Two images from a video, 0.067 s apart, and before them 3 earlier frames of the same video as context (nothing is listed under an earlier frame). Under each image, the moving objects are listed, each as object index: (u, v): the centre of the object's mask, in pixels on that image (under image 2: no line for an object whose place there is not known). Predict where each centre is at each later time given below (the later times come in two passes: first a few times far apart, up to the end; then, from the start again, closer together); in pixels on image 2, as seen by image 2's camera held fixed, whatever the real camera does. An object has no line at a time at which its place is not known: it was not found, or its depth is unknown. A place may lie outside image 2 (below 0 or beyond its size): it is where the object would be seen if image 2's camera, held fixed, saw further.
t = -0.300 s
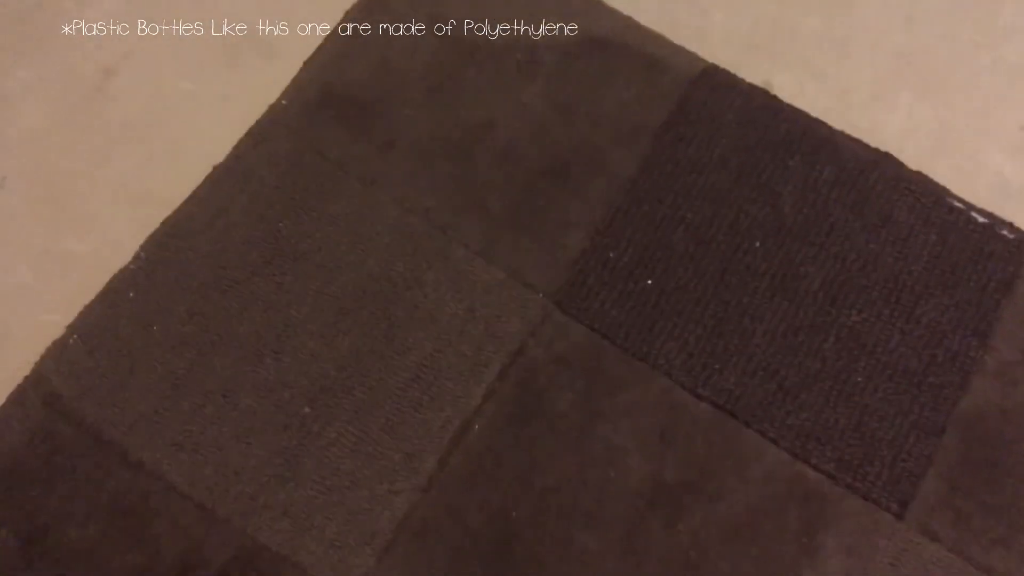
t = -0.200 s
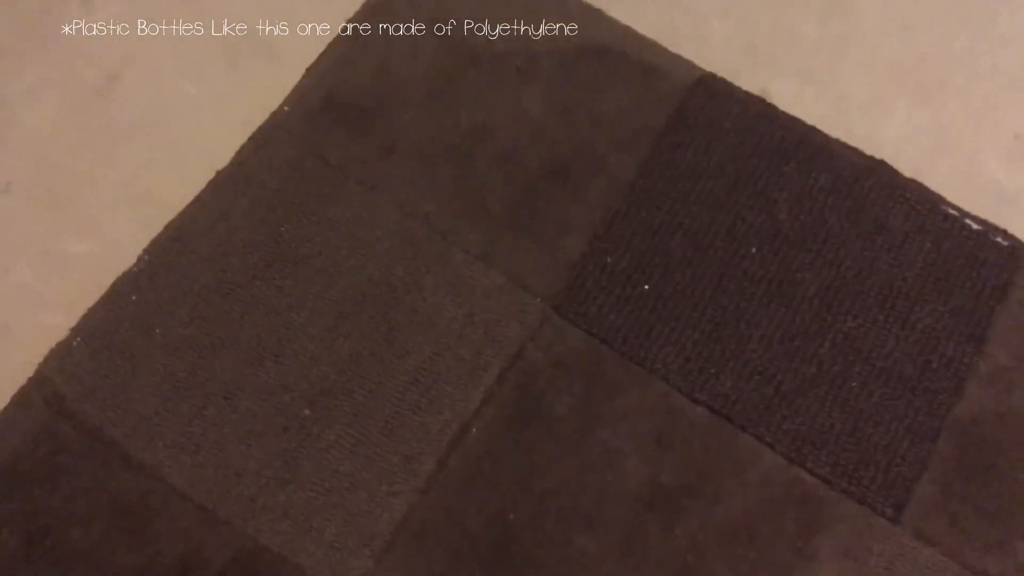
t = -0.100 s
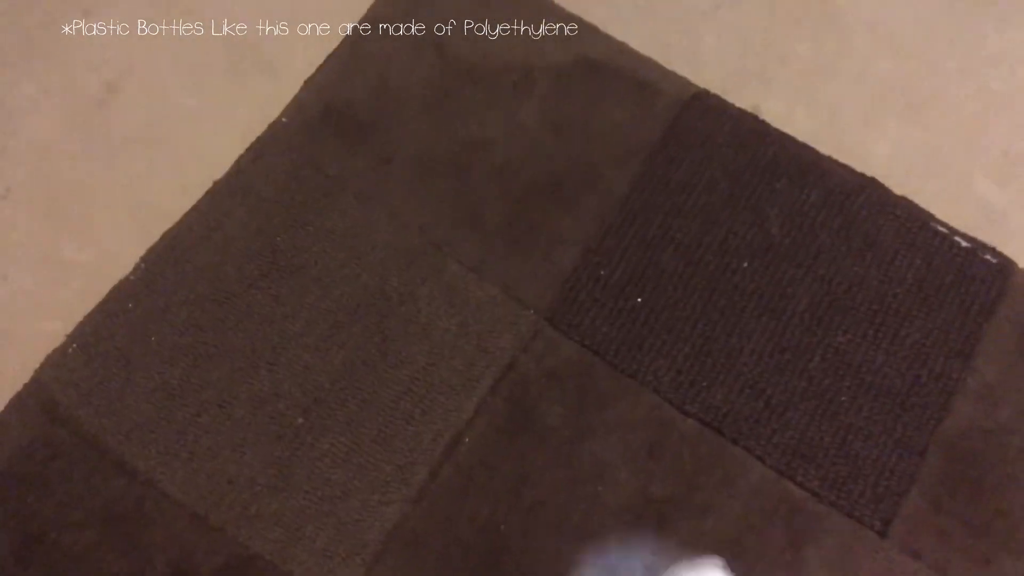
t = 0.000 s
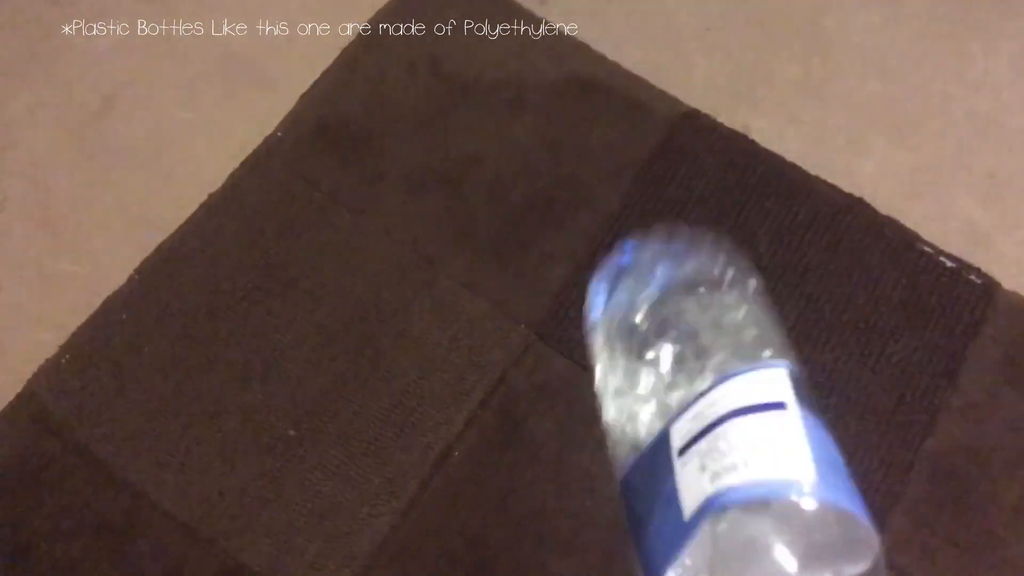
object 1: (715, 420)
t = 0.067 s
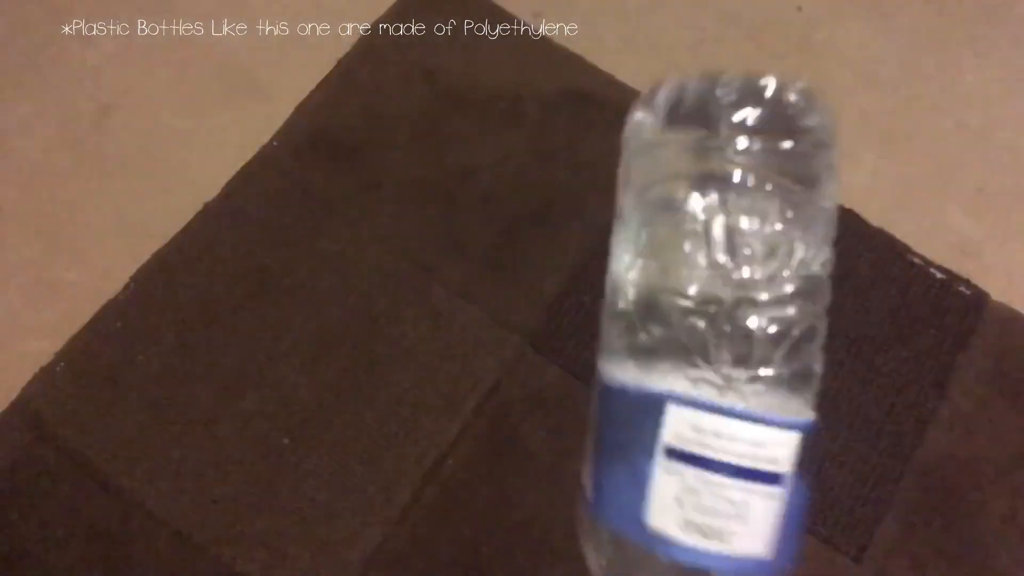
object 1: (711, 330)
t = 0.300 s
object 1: (681, 202)
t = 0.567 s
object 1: (570, 440)
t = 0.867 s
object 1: (581, 425)
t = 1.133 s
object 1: (606, 446)
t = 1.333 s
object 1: (614, 454)
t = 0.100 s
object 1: (711, 260)
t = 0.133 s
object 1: (729, 171)
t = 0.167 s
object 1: (747, 120)
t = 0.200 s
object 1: (745, 128)
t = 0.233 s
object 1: (724, 162)
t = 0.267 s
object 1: (702, 184)
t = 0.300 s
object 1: (681, 202)
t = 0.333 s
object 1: (660, 224)
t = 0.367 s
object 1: (642, 259)
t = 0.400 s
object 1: (622, 311)
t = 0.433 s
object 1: (602, 359)
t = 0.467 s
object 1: (583, 403)
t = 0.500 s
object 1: (566, 442)
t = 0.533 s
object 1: (564, 449)
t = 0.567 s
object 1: (570, 440)
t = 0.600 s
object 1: (573, 435)
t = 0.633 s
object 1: (574, 430)
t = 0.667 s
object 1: (573, 429)
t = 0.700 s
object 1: (580, 422)
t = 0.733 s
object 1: (584, 418)
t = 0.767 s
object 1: (584, 417)
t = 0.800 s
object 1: (581, 418)
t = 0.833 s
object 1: (579, 422)
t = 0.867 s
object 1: (581, 425)
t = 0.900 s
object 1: (584, 427)
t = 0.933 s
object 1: (588, 428)
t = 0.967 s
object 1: (591, 431)
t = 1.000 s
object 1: (594, 433)
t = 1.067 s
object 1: (600, 439)
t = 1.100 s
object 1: (603, 443)
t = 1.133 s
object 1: (606, 446)
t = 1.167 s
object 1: (609, 448)
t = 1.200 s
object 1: (610, 449)
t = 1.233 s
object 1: (611, 450)
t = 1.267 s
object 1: (612, 451)
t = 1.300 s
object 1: (613, 452)
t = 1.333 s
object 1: (614, 454)
